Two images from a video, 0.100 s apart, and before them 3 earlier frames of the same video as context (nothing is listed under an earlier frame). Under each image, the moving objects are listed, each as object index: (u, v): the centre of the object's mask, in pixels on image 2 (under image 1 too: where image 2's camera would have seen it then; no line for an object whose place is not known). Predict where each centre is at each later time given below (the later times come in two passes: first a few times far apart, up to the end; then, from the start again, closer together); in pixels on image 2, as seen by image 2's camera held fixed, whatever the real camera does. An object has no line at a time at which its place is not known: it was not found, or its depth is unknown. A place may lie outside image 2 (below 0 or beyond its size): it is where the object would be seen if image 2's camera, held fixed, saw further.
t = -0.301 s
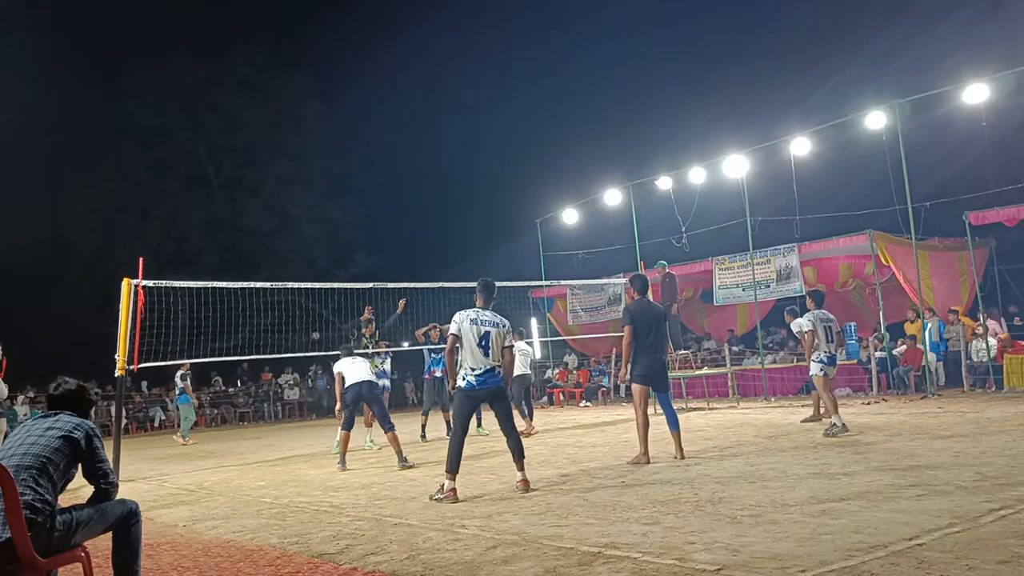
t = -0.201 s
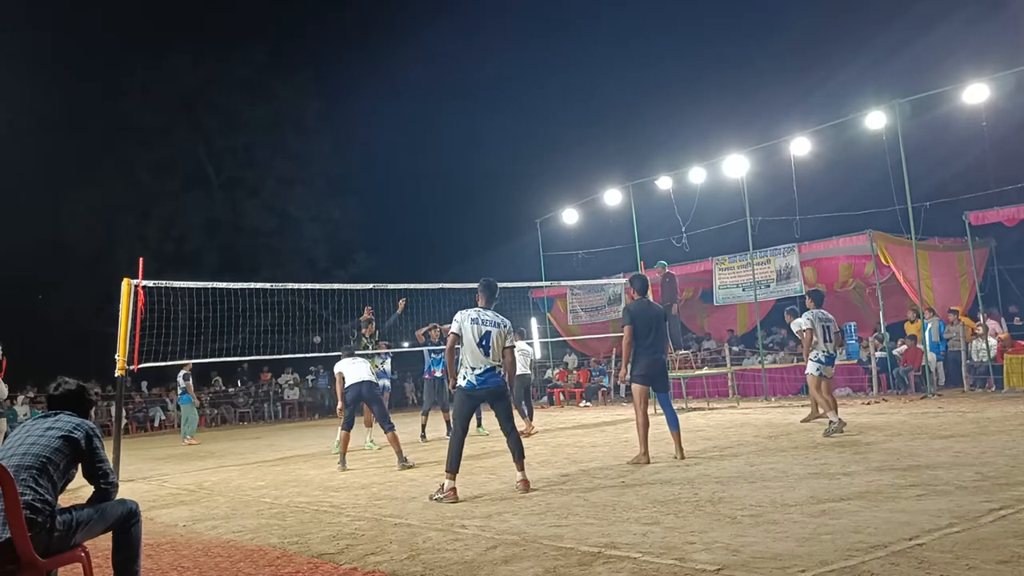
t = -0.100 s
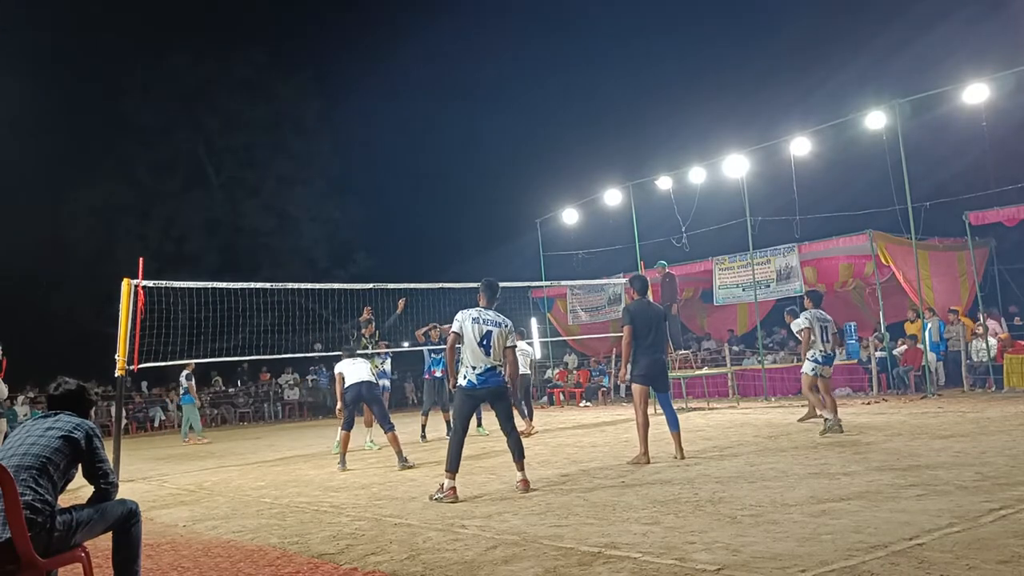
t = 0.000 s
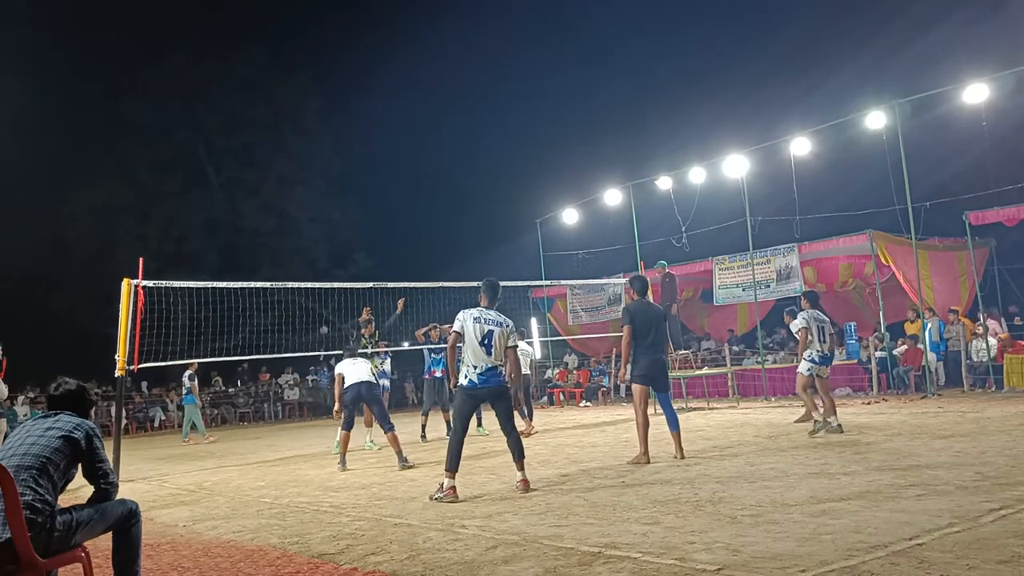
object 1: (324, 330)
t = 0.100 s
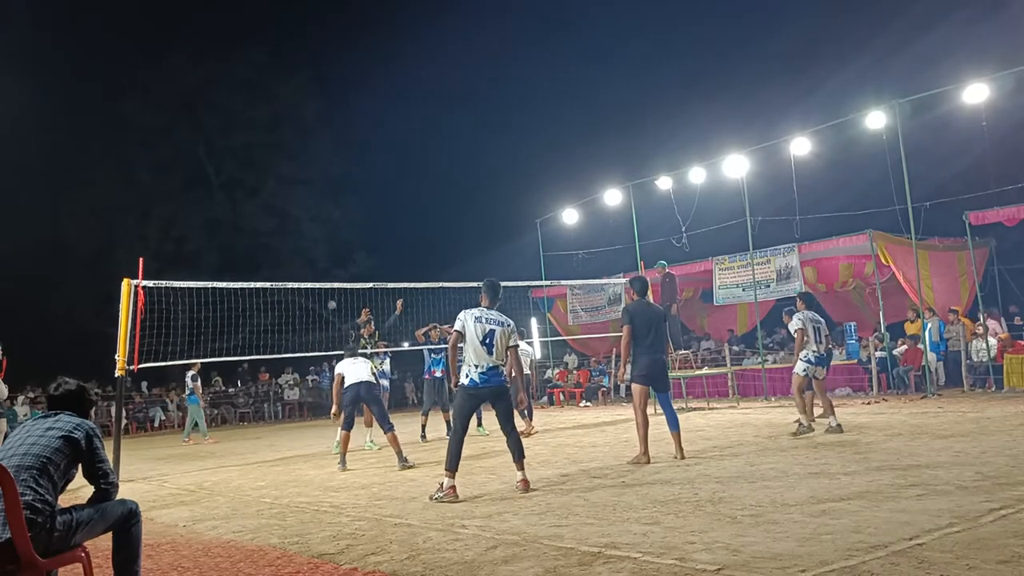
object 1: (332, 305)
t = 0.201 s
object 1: (340, 280)
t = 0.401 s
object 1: (361, 241)
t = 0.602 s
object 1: (386, 213)
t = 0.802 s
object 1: (419, 200)
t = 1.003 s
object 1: (464, 209)
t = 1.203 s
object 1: (522, 249)
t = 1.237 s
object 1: (534, 259)
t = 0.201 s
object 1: (340, 280)
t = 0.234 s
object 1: (343, 273)
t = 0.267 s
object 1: (346, 266)
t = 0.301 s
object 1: (350, 259)
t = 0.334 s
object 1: (353, 253)
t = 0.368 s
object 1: (357, 247)
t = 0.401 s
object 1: (361, 241)
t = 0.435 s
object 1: (365, 235)
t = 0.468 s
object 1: (369, 230)
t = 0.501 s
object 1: (373, 225)
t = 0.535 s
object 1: (377, 221)
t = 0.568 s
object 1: (382, 216)
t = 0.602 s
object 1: (386, 213)
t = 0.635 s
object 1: (391, 209)
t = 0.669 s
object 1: (396, 206)
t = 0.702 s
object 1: (401, 204)
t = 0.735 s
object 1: (407, 202)
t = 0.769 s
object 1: (413, 201)
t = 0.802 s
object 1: (419, 200)
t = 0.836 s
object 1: (426, 200)
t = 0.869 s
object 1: (433, 200)
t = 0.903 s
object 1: (440, 201)
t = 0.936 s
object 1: (448, 203)
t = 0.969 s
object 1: (456, 205)
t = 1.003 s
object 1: (464, 209)
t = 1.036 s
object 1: (473, 213)
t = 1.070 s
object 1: (482, 218)
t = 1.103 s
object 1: (492, 225)
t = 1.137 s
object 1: (501, 232)
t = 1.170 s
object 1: (511, 240)
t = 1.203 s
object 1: (522, 249)
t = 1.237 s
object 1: (534, 259)
